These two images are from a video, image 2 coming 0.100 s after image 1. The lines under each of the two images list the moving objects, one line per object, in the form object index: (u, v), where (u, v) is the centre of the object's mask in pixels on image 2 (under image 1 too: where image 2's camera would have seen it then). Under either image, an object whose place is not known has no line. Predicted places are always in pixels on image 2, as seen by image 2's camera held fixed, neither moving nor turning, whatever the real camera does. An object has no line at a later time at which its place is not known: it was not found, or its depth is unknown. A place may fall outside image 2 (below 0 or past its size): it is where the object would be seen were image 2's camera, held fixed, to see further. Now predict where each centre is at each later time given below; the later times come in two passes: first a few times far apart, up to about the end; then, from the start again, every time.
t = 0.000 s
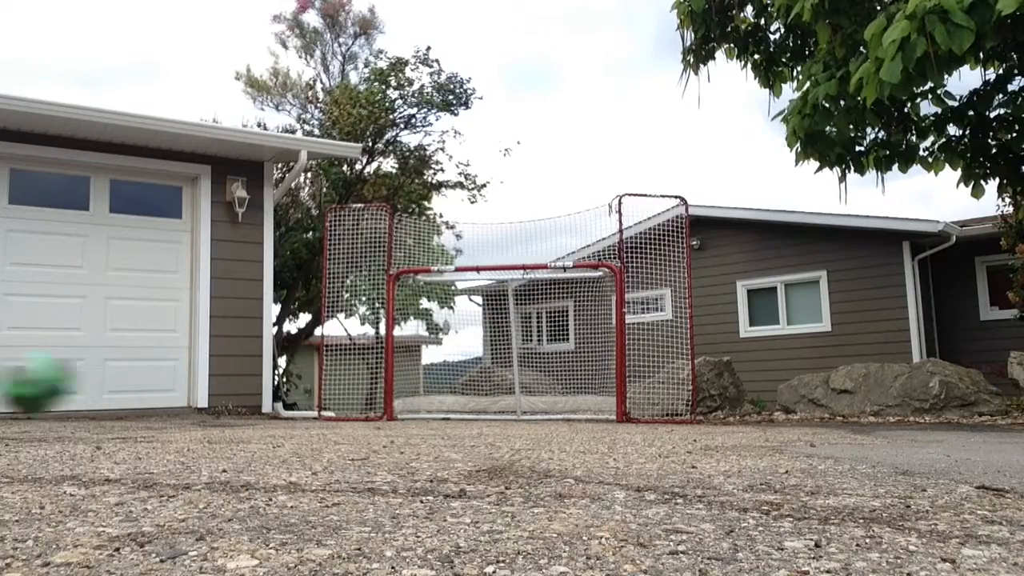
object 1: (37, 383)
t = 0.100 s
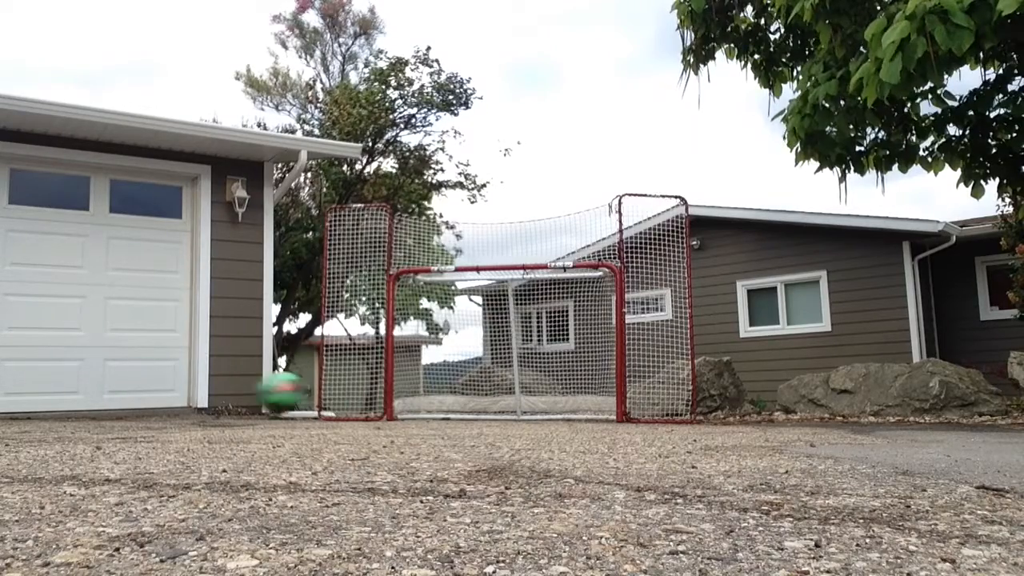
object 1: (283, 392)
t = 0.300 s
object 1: (471, 399)
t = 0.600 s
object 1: (486, 366)
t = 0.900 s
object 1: (450, 408)
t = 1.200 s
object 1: (440, 373)
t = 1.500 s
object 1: (438, 385)
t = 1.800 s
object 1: (438, 400)
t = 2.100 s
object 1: (441, 407)
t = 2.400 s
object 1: (450, 403)
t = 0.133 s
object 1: (328, 398)
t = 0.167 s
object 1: (369, 405)
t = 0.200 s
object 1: (401, 404)
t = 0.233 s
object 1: (428, 400)
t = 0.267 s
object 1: (451, 398)
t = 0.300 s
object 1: (471, 399)
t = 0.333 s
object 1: (489, 400)
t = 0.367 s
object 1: (504, 404)
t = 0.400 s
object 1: (505, 396)
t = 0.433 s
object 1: (503, 386)
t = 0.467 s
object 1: (500, 380)
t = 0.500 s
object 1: (498, 373)
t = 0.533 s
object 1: (493, 369)
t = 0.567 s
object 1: (489, 367)
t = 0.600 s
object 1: (486, 366)
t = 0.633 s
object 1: (481, 364)
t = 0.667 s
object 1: (478, 364)
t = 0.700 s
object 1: (475, 366)
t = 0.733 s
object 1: (472, 369)
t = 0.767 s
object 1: (466, 375)
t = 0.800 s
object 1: (462, 380)
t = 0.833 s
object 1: (459, 387)
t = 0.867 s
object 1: (454, 397)
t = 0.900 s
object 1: (450, 408)
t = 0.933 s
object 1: (449, 400)
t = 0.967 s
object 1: (448, 391)
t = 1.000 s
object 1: (447, 385)
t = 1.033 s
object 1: (447, 379)
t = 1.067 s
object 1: (446, 376)
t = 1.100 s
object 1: (445, 373)
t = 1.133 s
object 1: (444, 372)
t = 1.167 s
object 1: (442, 372)
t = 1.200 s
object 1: (440, 373)
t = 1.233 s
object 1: (440, 376)
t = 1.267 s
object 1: (440, 381)
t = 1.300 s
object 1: (439, 388)
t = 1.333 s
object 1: (439, 396)
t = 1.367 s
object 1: (439, 405)
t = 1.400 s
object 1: (439, 403)
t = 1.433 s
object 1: (438, 395)
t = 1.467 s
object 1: (438, 389)
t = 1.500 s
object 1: (438, 385)
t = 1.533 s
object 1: (438, 382)
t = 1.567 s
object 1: (438, 381)
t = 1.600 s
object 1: (437, 382)
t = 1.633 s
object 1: (436, 383)
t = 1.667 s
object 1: (437, 387)
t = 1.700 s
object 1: (437, 392)
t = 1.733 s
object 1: (437, 399)
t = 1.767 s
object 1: (437, 408)
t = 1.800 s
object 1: (438, 400)
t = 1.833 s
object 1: (437, 394)
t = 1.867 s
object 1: (437, 390)
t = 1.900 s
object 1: (437, 388)
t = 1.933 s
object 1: (438, 387)
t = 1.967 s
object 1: (438, 387)
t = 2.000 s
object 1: (439, 390)
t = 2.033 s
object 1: (440, 394)
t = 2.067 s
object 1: (441, 400)
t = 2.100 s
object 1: (441, 407)
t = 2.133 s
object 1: (442, 400)
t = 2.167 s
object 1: (443, 396)
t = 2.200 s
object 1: (443, 394)
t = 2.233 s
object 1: (444, 392)
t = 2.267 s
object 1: (445, 393)
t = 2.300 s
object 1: (446, 394)
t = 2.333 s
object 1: (448, 399)
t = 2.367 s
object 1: (449, 405)
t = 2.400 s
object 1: (450, 403)
